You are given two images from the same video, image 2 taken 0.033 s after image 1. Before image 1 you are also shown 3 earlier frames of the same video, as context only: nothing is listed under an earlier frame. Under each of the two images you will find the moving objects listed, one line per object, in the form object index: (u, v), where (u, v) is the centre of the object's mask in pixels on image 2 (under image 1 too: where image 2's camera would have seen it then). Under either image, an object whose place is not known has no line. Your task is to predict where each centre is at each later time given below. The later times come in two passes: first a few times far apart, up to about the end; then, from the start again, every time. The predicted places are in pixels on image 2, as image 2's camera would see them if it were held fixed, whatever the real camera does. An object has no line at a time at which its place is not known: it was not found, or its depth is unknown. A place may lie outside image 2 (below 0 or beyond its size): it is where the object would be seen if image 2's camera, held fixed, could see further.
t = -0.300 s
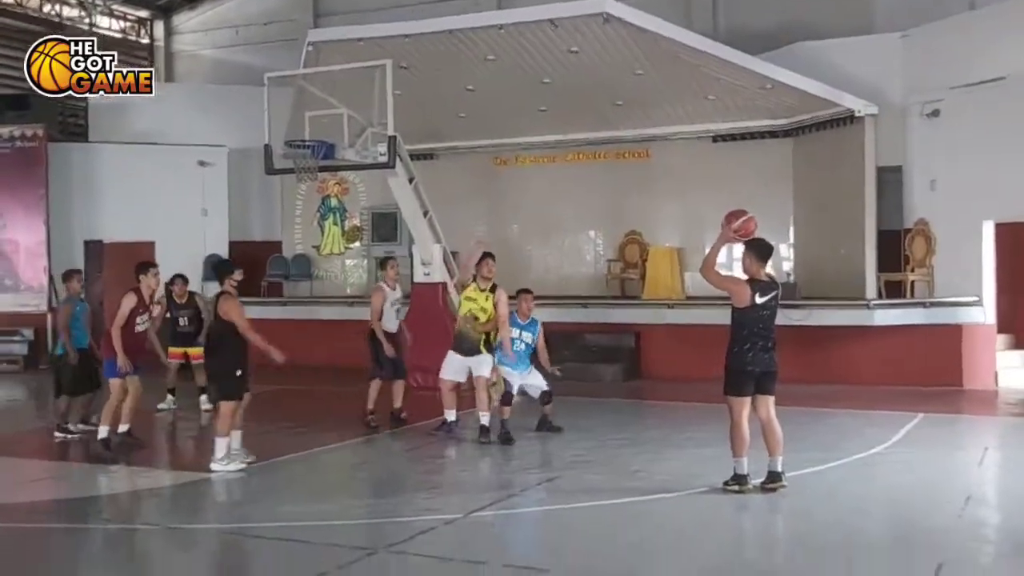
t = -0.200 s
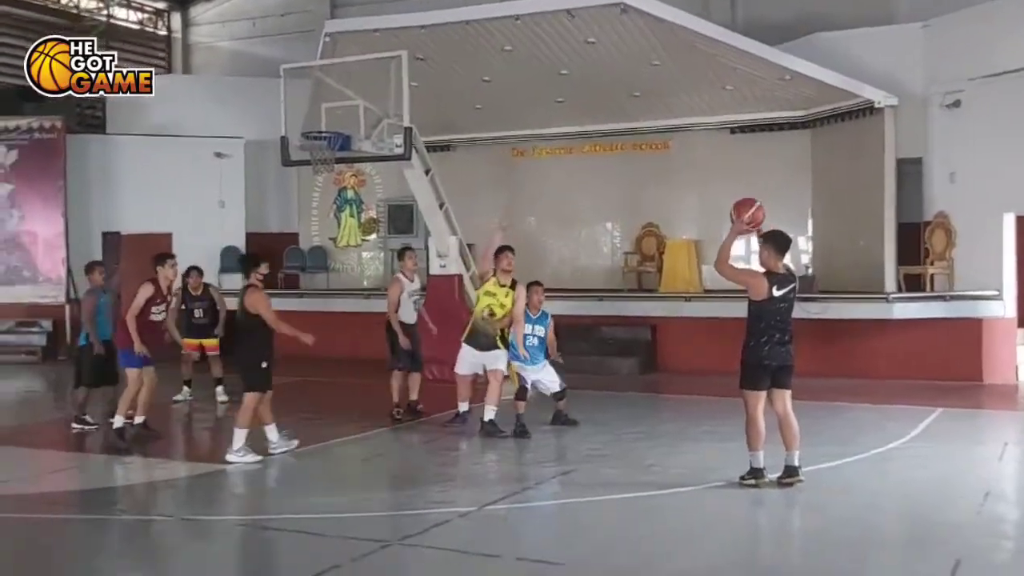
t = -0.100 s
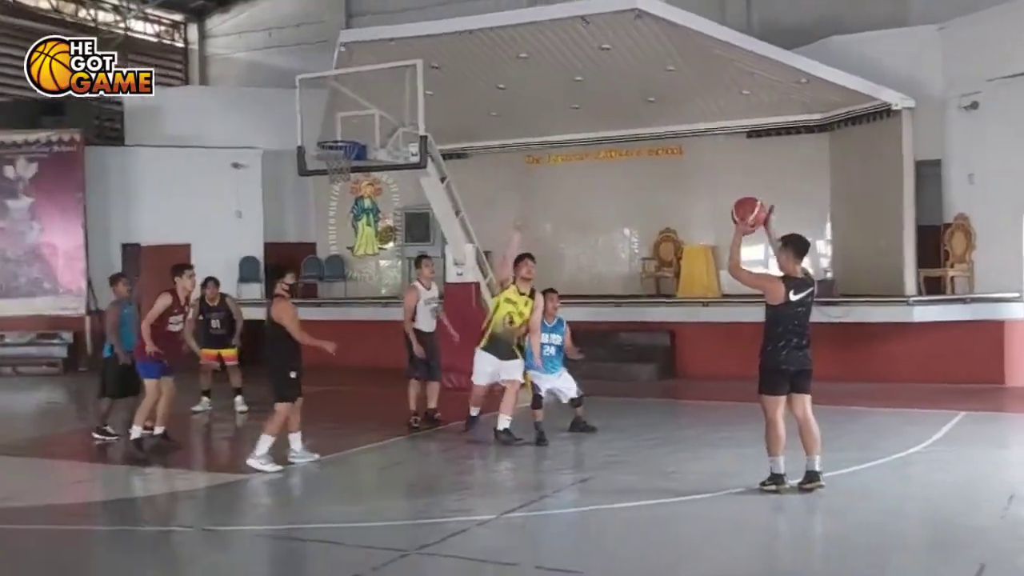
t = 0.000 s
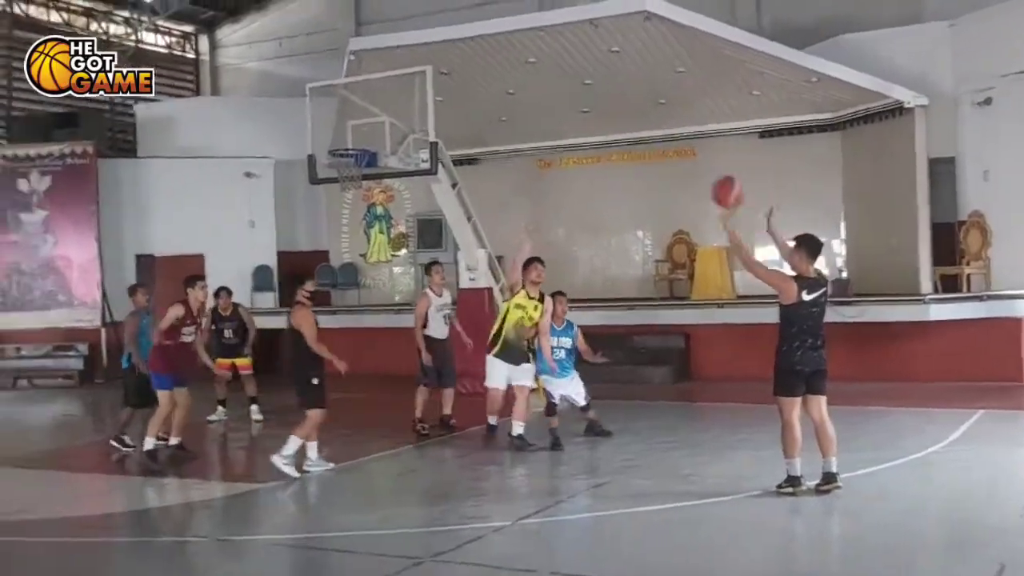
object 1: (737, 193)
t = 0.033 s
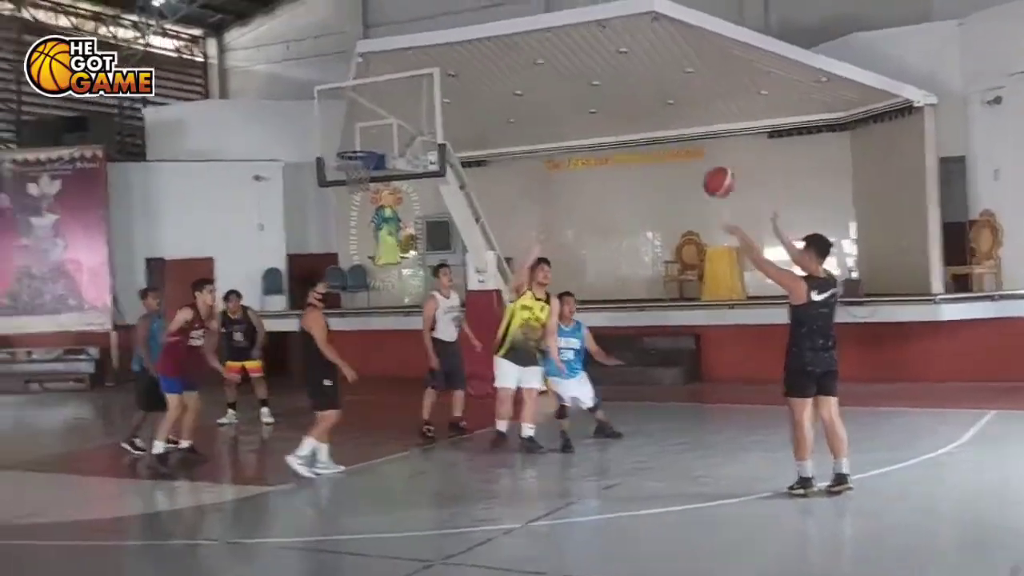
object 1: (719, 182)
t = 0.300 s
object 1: (594, 151)
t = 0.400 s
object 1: (553, 161)
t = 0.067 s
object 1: (701, 172)
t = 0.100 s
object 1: (684, 164)
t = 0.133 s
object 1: (668, 159)
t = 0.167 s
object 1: (651, 153)
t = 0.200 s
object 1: (637, 149)
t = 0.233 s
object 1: (621, 147)
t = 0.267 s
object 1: (607, 148)
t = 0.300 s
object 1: (594, 151)
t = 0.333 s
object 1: (577, 152)
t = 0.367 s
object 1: (566, 156)
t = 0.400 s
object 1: (553, 161)
